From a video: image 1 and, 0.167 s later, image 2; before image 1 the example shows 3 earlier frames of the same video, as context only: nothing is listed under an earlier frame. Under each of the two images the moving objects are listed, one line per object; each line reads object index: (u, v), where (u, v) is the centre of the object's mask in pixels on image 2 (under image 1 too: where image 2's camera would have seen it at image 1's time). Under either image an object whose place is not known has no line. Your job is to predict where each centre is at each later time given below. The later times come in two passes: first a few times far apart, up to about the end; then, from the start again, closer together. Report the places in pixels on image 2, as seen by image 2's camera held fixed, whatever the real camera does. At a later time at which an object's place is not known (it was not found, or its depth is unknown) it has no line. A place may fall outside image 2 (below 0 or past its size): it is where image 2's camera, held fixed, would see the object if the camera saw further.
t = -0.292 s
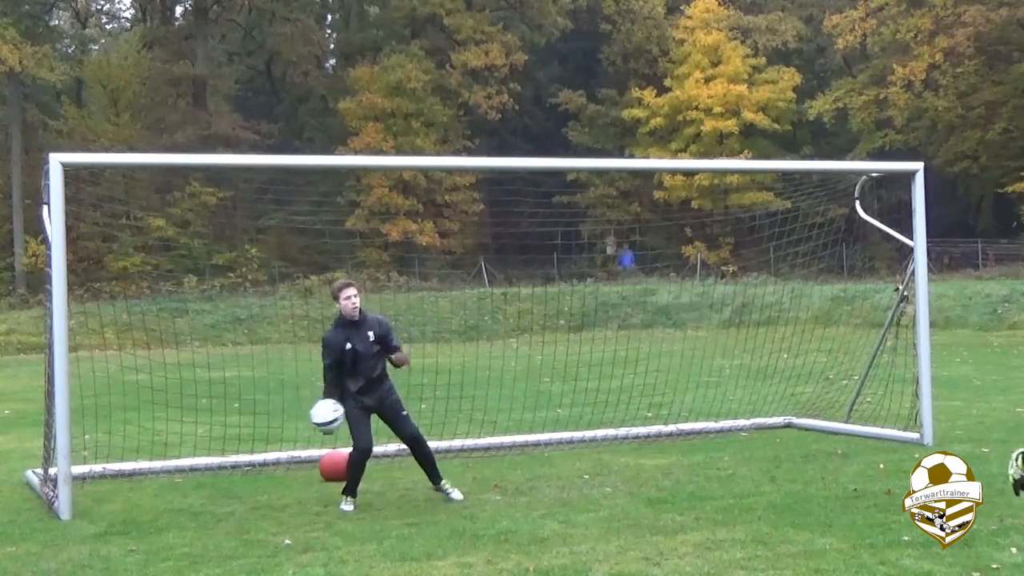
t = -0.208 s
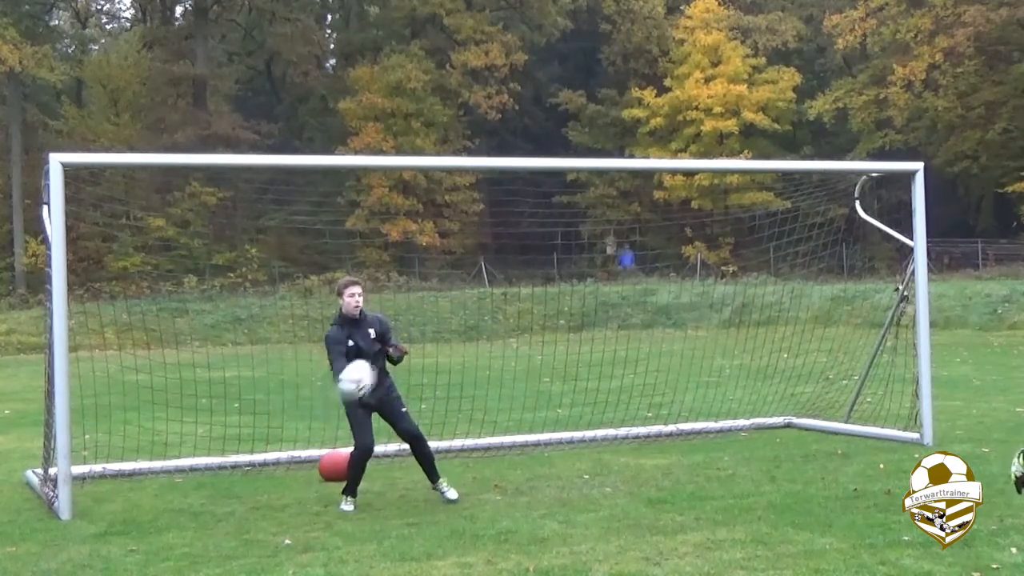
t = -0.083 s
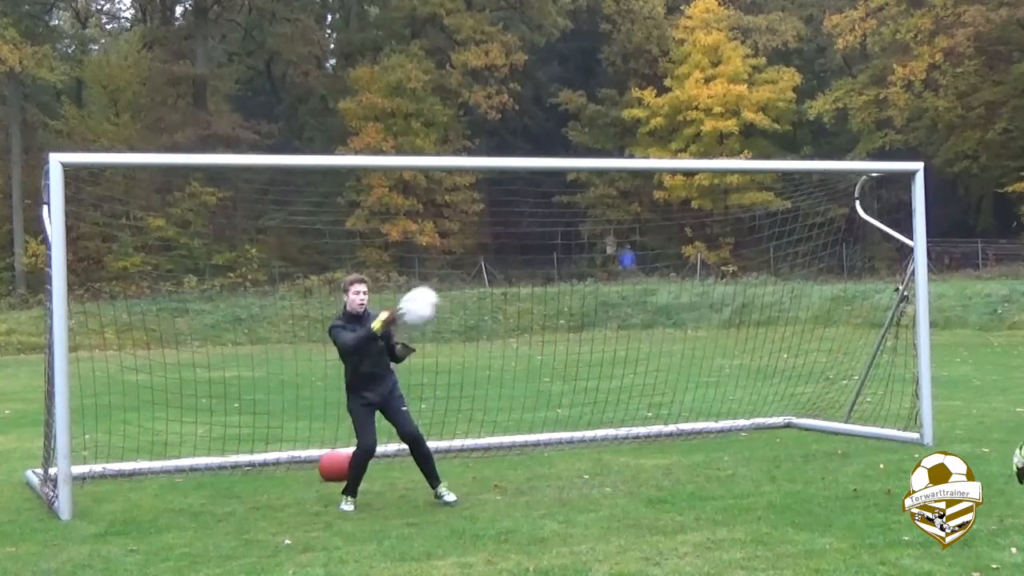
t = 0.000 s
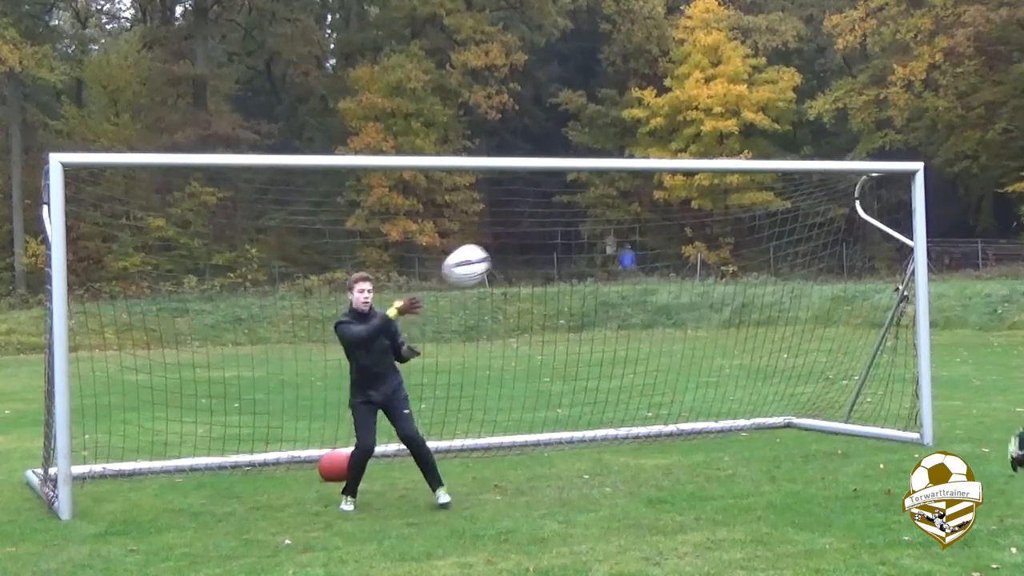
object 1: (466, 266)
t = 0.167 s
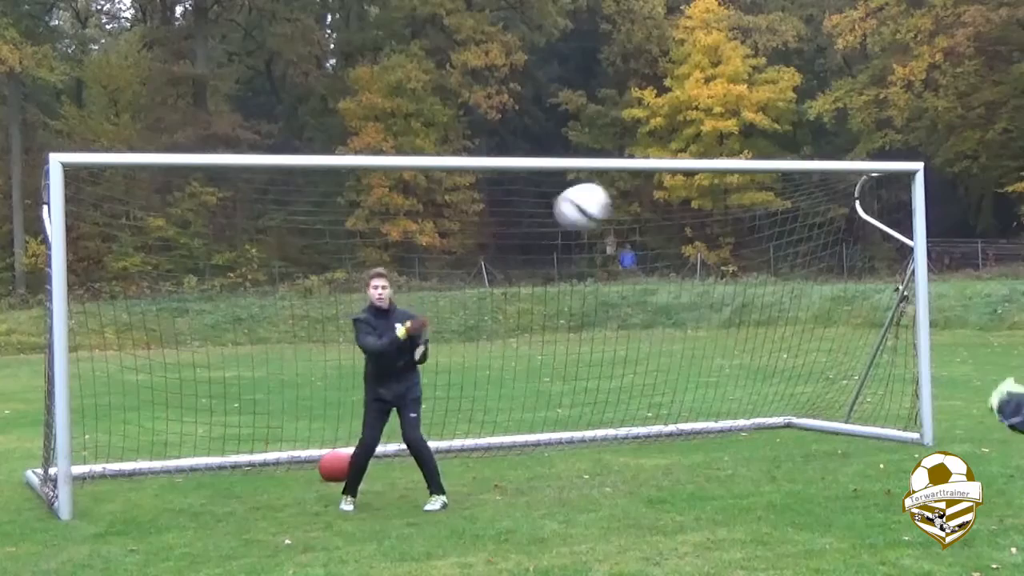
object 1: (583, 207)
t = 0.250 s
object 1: (656, 191)
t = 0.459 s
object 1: (891, 209)
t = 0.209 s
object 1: (618, 196)
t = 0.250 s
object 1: (656, 191)
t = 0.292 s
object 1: (696, 184)
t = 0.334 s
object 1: (738, 187)
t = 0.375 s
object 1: (786, 189)
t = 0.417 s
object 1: (836, 198)
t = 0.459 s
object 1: (891, 209)
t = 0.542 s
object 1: (1003, 250)
